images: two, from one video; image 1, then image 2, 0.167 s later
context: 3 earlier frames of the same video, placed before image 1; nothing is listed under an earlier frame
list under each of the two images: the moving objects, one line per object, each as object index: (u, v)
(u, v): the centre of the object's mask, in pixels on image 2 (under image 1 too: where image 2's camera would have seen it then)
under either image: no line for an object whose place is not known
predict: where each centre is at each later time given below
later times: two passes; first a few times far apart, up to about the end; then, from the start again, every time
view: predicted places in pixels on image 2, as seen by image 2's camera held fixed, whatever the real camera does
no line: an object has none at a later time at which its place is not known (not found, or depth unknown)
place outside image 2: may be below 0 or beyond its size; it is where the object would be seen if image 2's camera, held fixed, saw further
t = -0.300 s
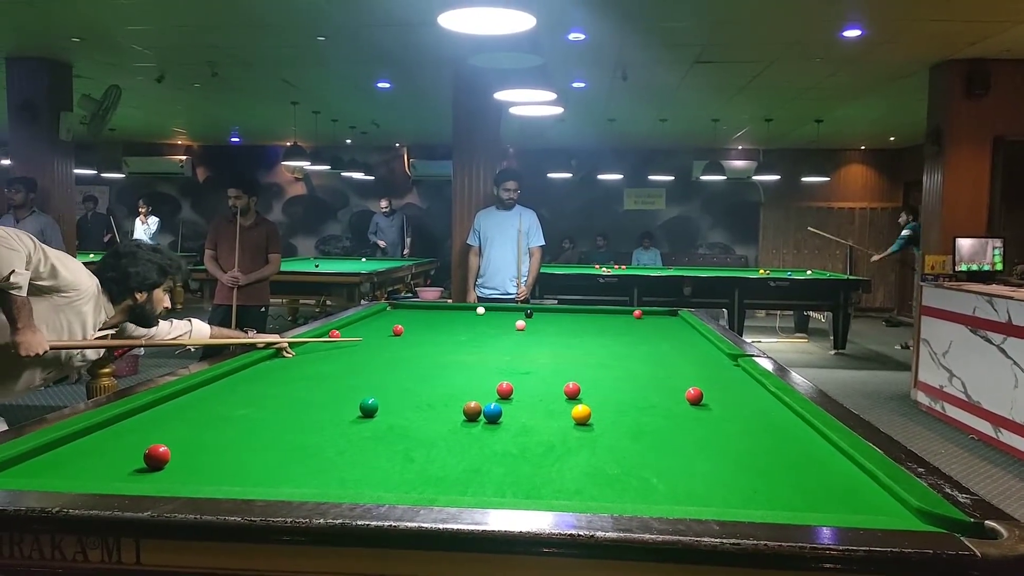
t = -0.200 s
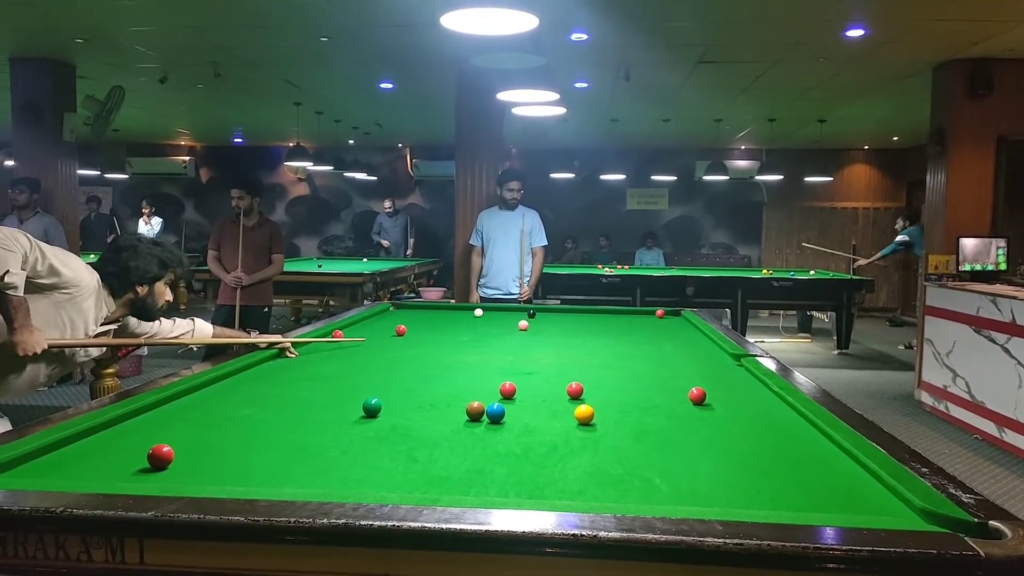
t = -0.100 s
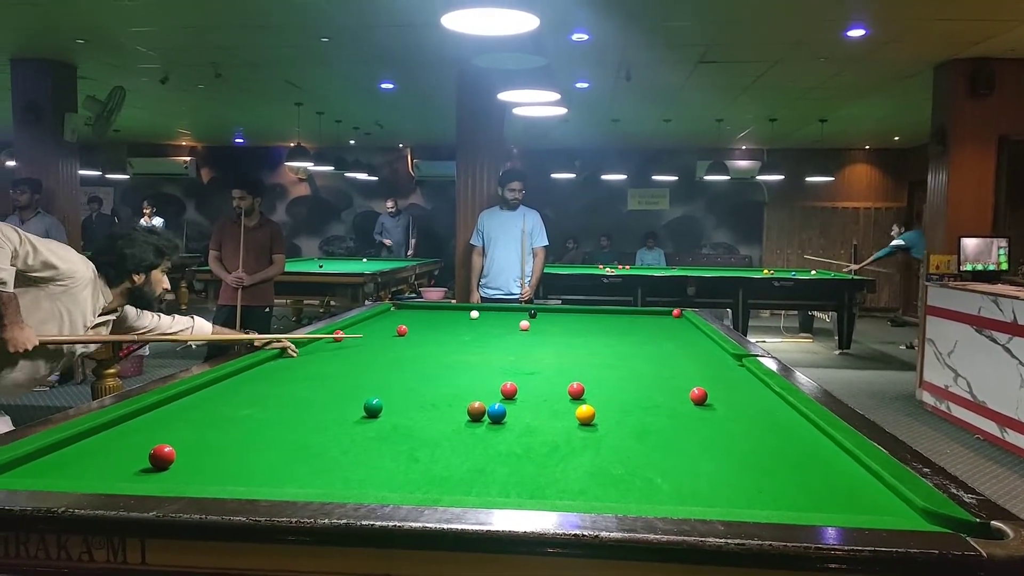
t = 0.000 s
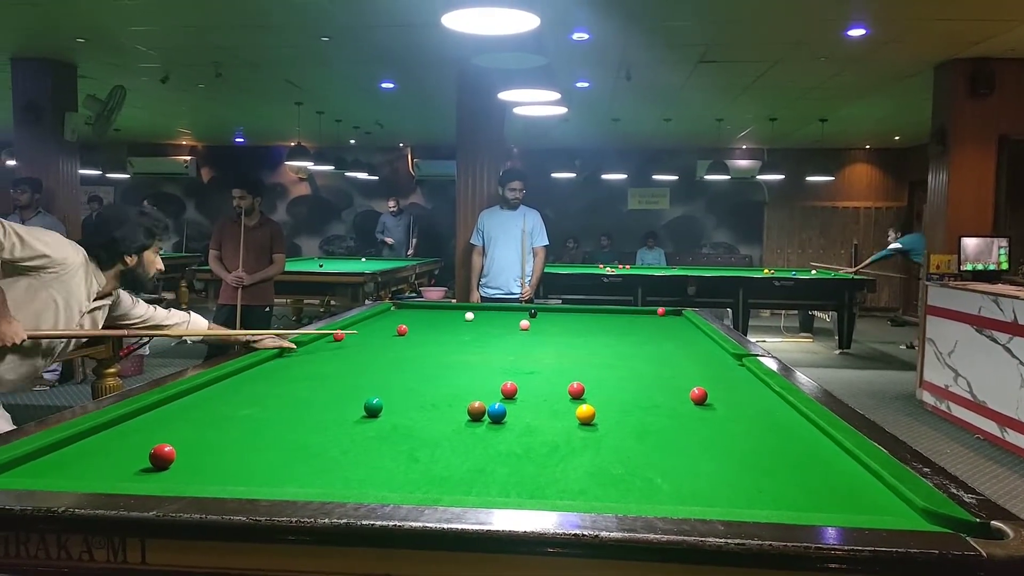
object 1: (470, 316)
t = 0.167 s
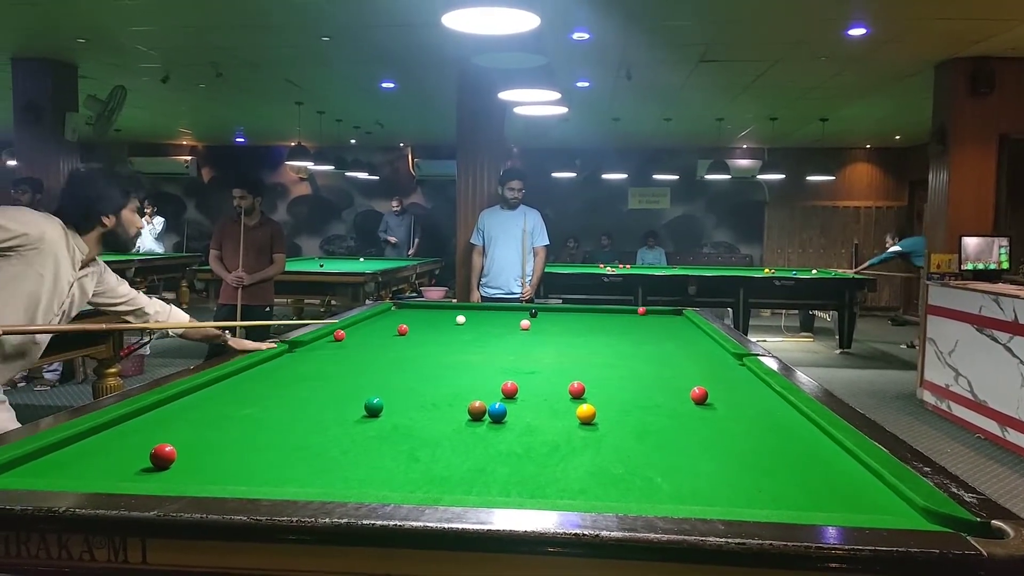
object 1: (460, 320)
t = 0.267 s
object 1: (455, 322)
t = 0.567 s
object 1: (435, 330)
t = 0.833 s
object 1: (417, 337)
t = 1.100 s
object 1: (396, 346)
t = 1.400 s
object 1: (369, 356)
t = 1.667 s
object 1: (342, 367)
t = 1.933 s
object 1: (312, 379)
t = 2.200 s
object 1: (276, 393)
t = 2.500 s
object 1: (230, 411)
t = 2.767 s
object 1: (182, 430)
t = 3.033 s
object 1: (124, 452)
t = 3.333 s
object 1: (49, 475)
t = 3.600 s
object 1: (84, 462)
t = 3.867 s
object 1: (117, 445)
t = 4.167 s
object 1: (146, 429)
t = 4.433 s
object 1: (167, 418)
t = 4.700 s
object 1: (185, 408)
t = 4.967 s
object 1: (200, 401)
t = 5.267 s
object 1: (214, 394)
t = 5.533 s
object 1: (225, 389)
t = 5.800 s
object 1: (234, 384)
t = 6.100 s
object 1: (243, 380)
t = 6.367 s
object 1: (250, 377)
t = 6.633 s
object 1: (256, 375)
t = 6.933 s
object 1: (261, 373)
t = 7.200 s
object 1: (265, 372)
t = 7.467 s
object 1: (268, 371)
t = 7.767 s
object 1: (270, 371)
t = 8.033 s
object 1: (269, 371)
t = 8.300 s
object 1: (270, 371)
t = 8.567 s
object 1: (269, 371)
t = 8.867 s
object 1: (270, 371)
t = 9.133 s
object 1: (270, 371)
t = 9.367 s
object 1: (270, 371)
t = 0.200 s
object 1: (458, 321)
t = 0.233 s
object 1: (457, 321)
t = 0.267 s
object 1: (455, 322)
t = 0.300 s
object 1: (452, 323)
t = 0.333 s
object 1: (450, 324)
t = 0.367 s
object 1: (448, 325)
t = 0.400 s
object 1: (446, 326)
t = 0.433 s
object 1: (444, 326)
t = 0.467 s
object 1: (442, 327)
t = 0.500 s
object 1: (440, 328)
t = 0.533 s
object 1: (438, 329)
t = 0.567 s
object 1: (435, 330)
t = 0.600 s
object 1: (433, 331)
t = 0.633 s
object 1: (431, 332)
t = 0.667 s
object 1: (429, 333)
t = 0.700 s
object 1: (426, 334)
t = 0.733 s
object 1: (424, 334)
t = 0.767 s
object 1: (422, 335)
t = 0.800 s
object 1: (419, 336)
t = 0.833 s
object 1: (417, 337)
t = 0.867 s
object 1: (414, 338)
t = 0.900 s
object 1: (412, 339)
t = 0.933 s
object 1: (409, 340)
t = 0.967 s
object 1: (407, 341)
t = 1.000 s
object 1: (404, 342)
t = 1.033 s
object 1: (402, 343)
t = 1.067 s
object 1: (399, 344)
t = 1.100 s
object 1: (396, 346)
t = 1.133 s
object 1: (393, 347)
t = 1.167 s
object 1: (390, 348)
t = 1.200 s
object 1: (387, 349)
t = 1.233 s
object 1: (385, 350)
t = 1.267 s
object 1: (382, 351)
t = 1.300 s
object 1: (379, 353)
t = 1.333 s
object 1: (376, 354)
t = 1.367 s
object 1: (372, 355)
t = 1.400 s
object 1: (369, 356)
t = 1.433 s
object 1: (366, 358)
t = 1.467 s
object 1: (363, 359)
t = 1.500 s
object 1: (359, 360)
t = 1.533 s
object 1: (356, 361)
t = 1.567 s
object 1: (353, 363)
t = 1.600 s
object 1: (349, 364)
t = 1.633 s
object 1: (346, 365)
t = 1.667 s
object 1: (342, 367)
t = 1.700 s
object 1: (339, 368)
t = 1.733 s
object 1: (335, 369)
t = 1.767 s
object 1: (331, 371)
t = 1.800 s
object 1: (327, 373)
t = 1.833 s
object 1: (323, 374)
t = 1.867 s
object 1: (319, 376)
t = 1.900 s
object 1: (315, 377)
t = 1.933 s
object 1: (312, 379)
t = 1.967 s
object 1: (307, 381)
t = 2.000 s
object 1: (303, 382)
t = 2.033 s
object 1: (299, 384)
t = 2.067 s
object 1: (294, 386)
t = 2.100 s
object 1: (290, 387)
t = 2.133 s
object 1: (285, 389)
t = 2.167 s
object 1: (281, 391)
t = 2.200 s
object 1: (276, 393)
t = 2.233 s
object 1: (272, 394)
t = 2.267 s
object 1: (266, 397)
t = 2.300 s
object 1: (262, 399)
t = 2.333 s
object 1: (256, 400)
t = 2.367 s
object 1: (251, 403)
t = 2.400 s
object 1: (246, 405)
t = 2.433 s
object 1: (240, 407)
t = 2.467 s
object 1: (235, 409)
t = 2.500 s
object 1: (230, 411)
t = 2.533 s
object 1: (224, 413)
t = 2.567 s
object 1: (218, 415)
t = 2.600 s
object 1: (213, 418)
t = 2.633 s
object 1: (206, 420)
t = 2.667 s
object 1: (200, 423)
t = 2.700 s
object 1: (194, 425)
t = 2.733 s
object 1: (188, 428)
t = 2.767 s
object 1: (182, 430)
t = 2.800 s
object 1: (175, 432)
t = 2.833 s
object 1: (168, 435)
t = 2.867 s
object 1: (161, 436)
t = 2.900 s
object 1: (153, 440)
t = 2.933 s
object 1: (146, 443)
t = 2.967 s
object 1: (140, 447)
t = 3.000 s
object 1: (132, 450)
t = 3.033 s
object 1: (124, 452)
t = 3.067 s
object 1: (117, 456)
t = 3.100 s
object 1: (109, 459)
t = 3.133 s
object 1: (101, 462)
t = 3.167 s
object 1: (92, 465)
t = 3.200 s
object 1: (84, 468)
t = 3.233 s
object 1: (75, 470)
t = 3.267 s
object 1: (67, 472)
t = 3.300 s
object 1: (59, 473)
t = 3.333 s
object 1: (49, 475)
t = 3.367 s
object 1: (51, 474)
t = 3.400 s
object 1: (56, 473)
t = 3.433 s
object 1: (61, 472)
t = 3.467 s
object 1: (65, 470)
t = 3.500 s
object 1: (70, 468)
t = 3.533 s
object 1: (75, 467)
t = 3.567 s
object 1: (79, 465)
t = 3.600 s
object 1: (84, 462)
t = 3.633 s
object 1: (88, 460)
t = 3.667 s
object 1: (93, 457)
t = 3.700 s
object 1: (97, 455)
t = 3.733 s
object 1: (101, 453)
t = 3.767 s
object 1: (105, 451)
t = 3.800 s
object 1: (109, 448)
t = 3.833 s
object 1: (113, 447)
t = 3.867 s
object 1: (117, 445)
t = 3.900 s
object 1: (120, 443)
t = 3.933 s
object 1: (124, 441)
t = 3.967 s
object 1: (127, 439)
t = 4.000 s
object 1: (130, 438)
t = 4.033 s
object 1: (134, 436)
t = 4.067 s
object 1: (137, 434)
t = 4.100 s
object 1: (140, 432)
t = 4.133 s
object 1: (143, 431)
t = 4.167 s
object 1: (146, 429)
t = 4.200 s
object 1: (149, 428)
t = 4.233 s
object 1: (152, 426)
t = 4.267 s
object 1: (154, 425)
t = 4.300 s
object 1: (157, 423)
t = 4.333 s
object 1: (159, 422)
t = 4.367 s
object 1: (162, 421)
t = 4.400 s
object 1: (165, 419)
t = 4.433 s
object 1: (167, 418)
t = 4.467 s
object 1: (170, 417)
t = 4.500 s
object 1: (172, 415)
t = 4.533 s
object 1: (174, 414)
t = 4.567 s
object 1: (177, 413)
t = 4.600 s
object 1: (179, 412)
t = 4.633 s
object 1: (181, 410)
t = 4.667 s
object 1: (183, 409)
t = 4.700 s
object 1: (185, 408)
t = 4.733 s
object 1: (187, 407)
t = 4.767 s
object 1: (189, 406)
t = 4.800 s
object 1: (191, 405)
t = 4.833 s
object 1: (193, 404)
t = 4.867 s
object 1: (195, 403)
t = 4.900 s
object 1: (196, 402)
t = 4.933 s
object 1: (198, 402)
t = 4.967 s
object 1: (200, 401)
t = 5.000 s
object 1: (202, 400)
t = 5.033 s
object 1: (203, 399)
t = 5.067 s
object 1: (205, 398)
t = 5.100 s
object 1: (206, 397)
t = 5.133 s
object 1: (208, 397)
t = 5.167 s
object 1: (209, 396)
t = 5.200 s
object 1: (211, 395)
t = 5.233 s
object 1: (213, 394)
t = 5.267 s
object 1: (214, 394)
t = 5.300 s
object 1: (215, 393)
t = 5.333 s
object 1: (217, 392)
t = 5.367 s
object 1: (218, 391)
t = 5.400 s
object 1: (220, 391)
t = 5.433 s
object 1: (221, 390)
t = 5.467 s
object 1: (222, 390)
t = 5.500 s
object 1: (224, 389)
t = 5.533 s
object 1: (225, 389)
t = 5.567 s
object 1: (226, 388)
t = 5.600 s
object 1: (227, 387)
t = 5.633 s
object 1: (228, 387)
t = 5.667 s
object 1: (230, 386)
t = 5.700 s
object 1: (231, 386)
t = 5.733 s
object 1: (232, 385)
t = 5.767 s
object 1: (233, 385)
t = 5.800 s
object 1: (234, 384)
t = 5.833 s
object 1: (235, 384)
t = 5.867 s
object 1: (236, 383)
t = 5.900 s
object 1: (237, 383)
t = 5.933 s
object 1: (238, 382)
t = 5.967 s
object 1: (239, 382)
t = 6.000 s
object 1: (240, 381)
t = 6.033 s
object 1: (241, 381)
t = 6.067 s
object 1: (242, 380)
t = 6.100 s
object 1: (243, 380)
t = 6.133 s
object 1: (244, 379)
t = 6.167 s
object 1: (245, 379)
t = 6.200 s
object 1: (245, 379)
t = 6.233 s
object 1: (246, 378)
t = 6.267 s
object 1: (247, 378)
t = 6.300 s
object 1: (248, 378)
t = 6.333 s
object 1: (249, 377)
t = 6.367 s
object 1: (250, 377)
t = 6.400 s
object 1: (250, 377)
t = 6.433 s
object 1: (251, 376)
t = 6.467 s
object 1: (252, 376)
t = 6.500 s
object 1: (253, 376)
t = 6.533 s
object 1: (253, 376)
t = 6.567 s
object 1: (254, 375)
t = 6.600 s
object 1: (255, 375)
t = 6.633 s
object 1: (256, 375)
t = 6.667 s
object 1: (257, 375)
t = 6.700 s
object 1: (257, 374)
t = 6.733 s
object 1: (258, 374)
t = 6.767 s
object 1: (258, 374)
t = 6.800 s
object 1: (259, 374)
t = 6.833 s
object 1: (259, 373)
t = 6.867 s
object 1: (260, 373)
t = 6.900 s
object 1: (261, 373)
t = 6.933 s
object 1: (261, 373)
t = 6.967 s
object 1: (262, 373)
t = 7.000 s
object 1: (262, 373)
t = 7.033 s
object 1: (263, 372)
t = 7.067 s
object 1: (263, 372)
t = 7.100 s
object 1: (264, 372)
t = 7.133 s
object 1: (264, 372)
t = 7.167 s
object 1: (265, 372)
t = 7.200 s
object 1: (265, 372)
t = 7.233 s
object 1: (265, 372)
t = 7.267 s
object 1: (266, 372)
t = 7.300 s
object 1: (266, 371)
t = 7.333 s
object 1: (267, 371)
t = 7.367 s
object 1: (267, 371)
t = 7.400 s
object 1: (267, 371)
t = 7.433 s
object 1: (268, 371)
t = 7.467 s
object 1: (268, 371)
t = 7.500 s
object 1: (268, 371)
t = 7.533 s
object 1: (268, 371)
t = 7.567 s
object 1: (269, 371)
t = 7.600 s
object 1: (269, 371)
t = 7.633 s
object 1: (269, 371)
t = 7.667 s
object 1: (269, 371)
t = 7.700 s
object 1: (269, 371)
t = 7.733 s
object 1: (269, 371)
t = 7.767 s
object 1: (270, 371)
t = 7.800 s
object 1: (269, 371)
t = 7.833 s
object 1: (270, 371)
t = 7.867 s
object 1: (269, 371)
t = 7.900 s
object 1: (269, 371)
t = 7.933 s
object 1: (269, 371)
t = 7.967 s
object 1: (269, 371)
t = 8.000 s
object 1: (270, 371)
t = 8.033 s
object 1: (269, 371)
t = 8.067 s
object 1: (269, 371)
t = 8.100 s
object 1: (270, 371)
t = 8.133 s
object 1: (270, 371)
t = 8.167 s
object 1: (270, 371)
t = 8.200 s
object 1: (270, 371)
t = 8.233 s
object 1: (270, 371)
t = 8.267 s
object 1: (270, 371)
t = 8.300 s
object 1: (270, 371)
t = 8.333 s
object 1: (270, 371)
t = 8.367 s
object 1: (270, 371)
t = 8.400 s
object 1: (270, 371)
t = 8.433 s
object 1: (270, 371)
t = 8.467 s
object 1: (269, 371)
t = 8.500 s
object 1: (270, 371)
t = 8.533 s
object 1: (270, 371)
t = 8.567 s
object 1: (269, 371)
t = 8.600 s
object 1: (269, 371)
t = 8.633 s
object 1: (270, 371)
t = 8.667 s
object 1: (270, 371)
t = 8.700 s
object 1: (270, 371)
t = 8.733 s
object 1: (270, 371)
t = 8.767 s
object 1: (270, 371)
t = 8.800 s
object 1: (270, 371)
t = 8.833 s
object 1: (270, 371)
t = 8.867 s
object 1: (270, 371)
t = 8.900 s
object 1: (269, 371)
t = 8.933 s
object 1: (270, 371)
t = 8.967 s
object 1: (270, 371)
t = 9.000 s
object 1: (269, 371)
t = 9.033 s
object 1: (270, 371)
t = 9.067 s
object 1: (270, 371)
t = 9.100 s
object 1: (269, 371)
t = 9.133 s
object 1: (270, 371)
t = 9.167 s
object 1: (270, 371)
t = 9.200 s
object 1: (270, 371)
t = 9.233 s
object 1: (270, 371)
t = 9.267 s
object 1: (270, 371)
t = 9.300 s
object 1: (270, 371)
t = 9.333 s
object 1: (270, 371)
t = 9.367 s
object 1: (270, 371)
